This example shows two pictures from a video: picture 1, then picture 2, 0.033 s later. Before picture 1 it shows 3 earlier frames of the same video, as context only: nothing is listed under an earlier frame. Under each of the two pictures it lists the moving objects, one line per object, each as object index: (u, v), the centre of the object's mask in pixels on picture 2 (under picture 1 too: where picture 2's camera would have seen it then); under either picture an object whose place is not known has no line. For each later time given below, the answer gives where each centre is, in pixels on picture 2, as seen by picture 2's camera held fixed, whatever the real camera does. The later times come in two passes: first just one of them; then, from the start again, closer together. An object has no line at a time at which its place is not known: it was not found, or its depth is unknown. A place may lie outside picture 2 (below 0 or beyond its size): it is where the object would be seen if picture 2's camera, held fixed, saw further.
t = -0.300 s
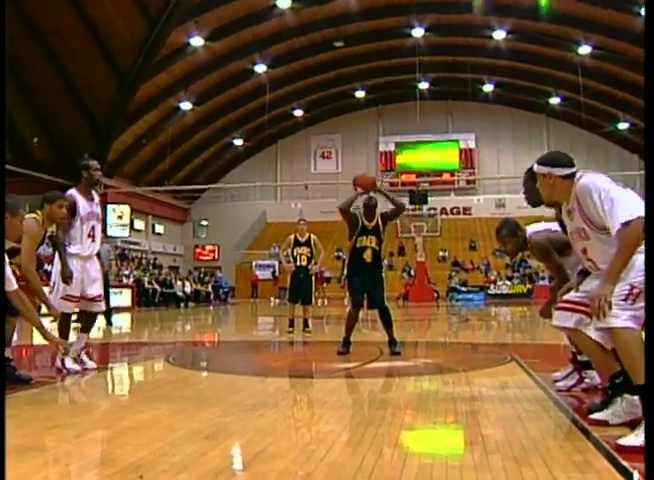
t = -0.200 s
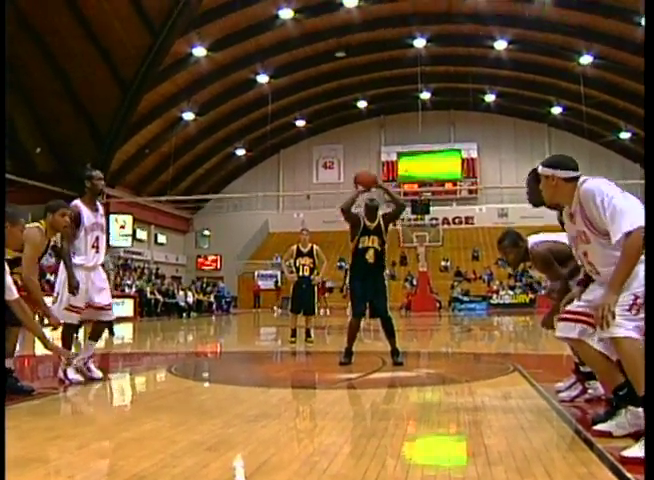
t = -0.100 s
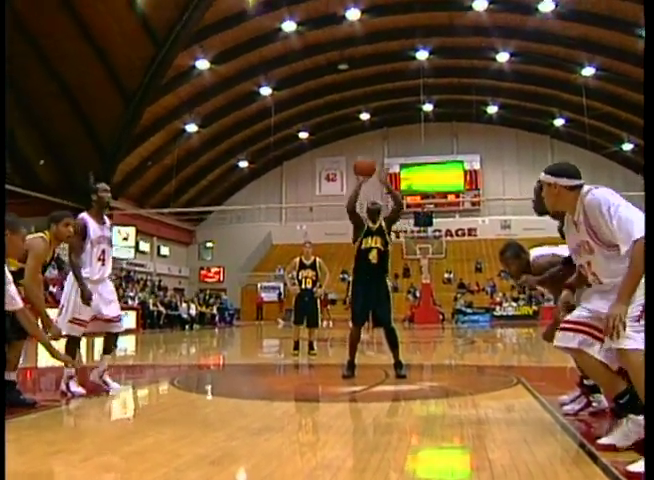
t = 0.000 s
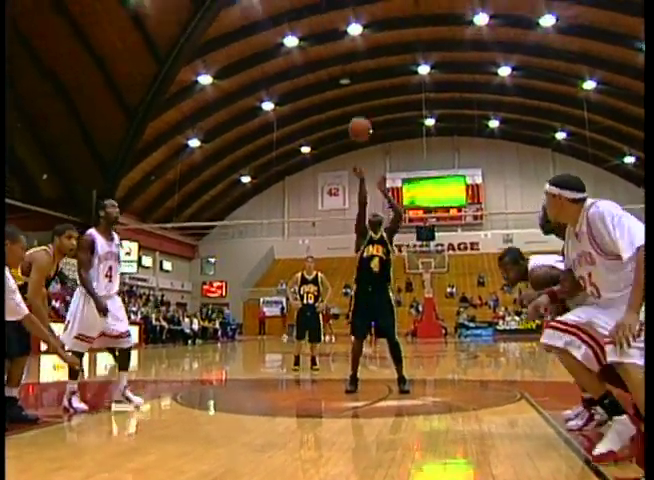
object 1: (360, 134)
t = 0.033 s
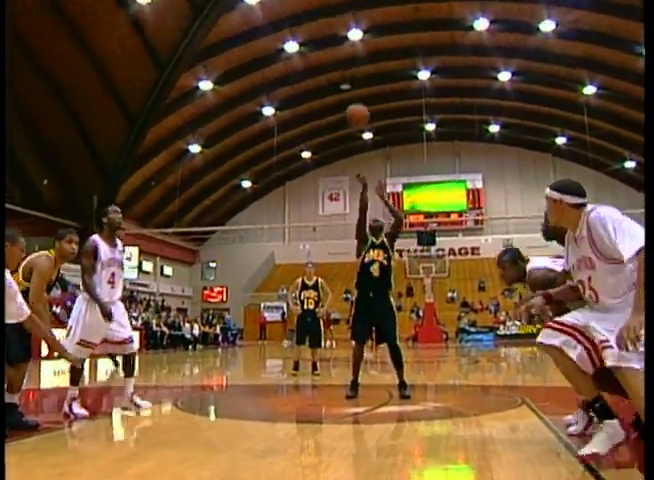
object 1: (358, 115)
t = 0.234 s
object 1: (338, 15)
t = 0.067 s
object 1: (354, 98)
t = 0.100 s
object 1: (351, 80)
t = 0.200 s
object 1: (339, 30)
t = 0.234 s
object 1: (338, 15)
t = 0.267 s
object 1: (334, 1)
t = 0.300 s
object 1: (331, -12)
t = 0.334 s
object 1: (325, -24)
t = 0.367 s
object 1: (322, -32)
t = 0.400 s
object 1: (318, -45)
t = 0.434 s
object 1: (313, -54)
